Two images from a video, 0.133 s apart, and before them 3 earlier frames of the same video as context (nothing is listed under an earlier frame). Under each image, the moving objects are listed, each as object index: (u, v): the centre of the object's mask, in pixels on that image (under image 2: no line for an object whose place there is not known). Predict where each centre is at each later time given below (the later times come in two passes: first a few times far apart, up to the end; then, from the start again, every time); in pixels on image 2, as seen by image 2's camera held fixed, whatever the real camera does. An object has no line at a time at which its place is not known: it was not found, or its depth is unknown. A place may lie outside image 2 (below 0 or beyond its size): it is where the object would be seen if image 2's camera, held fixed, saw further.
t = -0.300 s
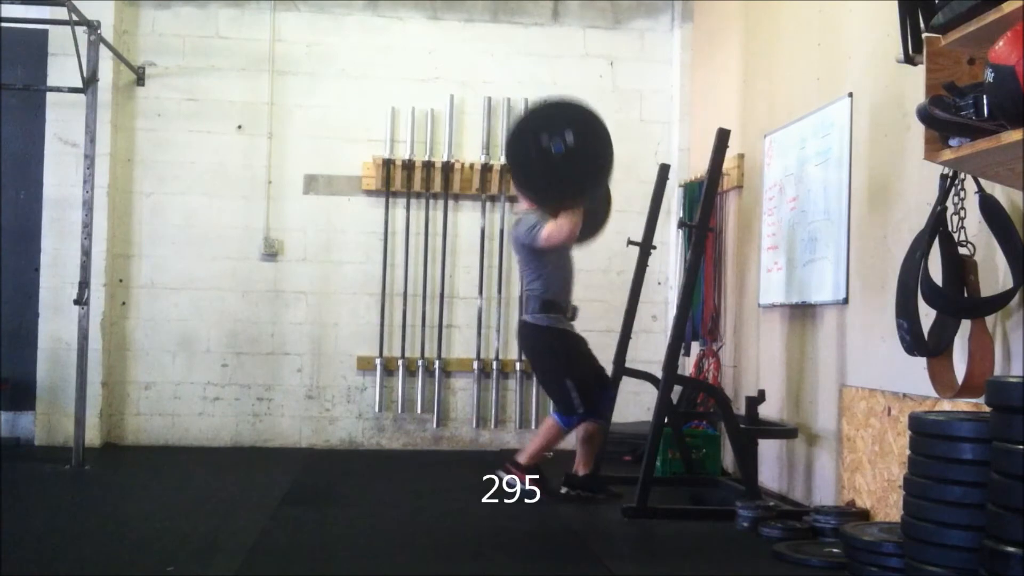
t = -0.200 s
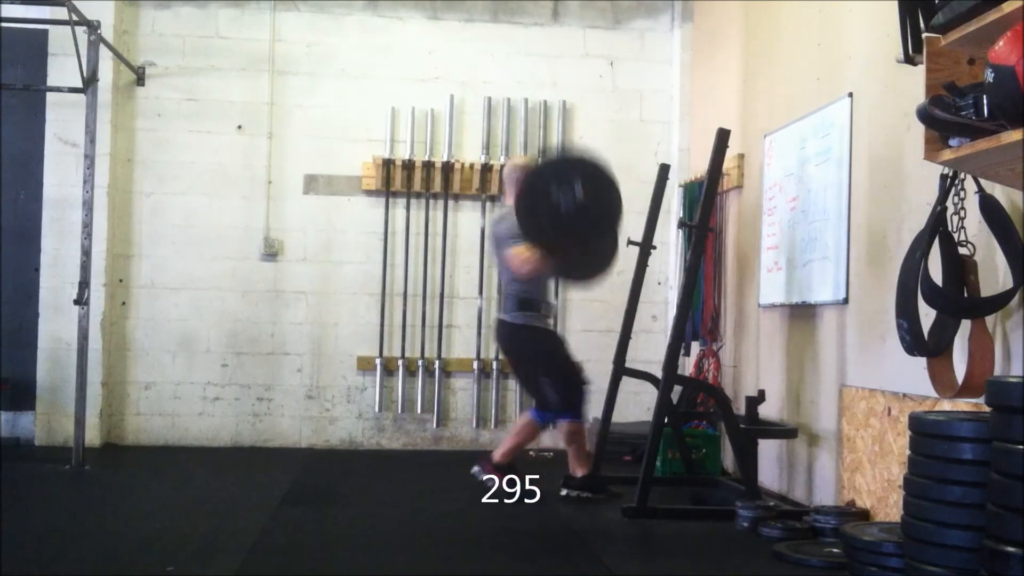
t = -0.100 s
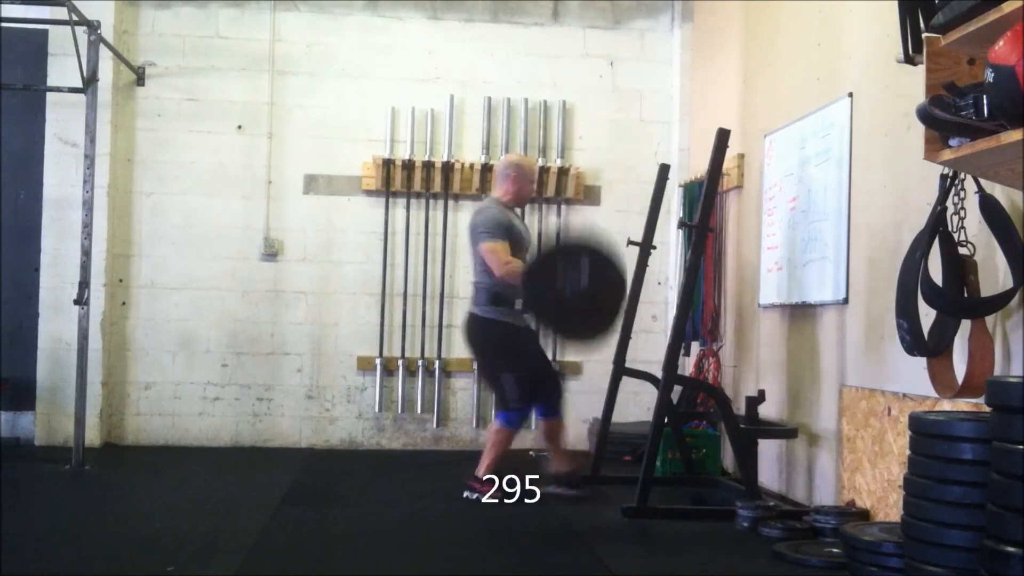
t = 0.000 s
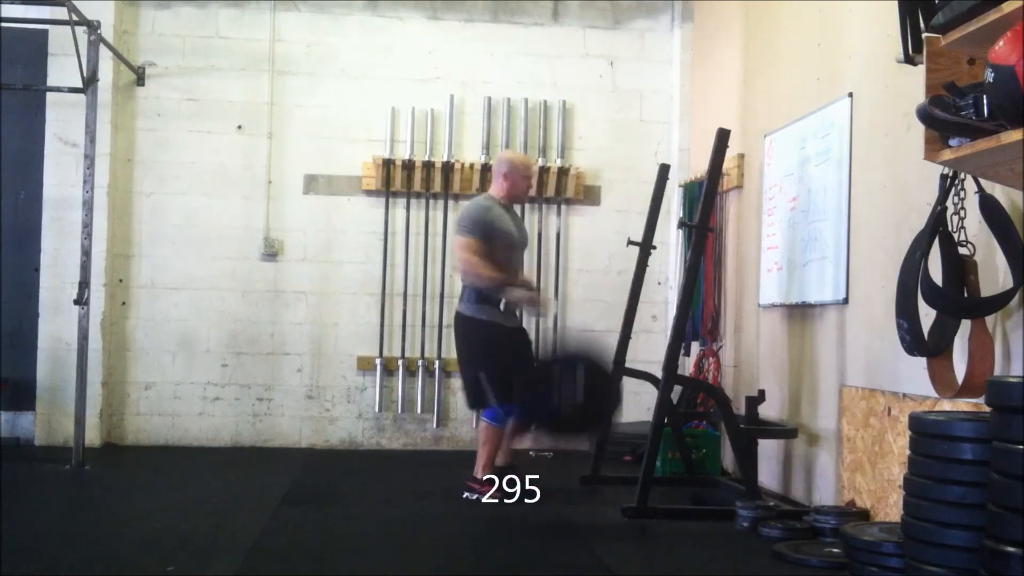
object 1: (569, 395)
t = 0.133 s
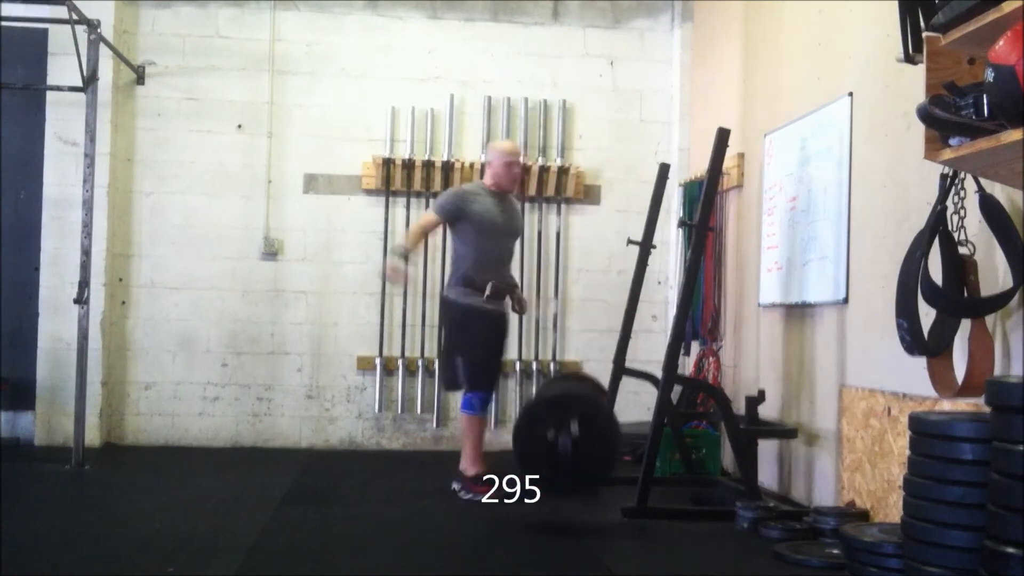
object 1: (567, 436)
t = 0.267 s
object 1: (567, 393)
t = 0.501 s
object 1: (566, 412)
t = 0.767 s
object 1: (565, 441)
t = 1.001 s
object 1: (565, 457)
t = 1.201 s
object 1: (566, 459)
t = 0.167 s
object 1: (567, 421)
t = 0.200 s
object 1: (568, 410)
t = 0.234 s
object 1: (567, 400)
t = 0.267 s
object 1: (567, 393)
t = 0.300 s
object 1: (567, 387)
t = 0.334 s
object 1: (567, 385)
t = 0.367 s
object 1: (567, 385)
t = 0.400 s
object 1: (567, 388)
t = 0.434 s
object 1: (567, 393)
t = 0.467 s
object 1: (566, 401)
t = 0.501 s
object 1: (566, 412)
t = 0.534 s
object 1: (565, 427)
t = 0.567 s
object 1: (564, 443)
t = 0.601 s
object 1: (565, 457)
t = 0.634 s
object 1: (565, 460)
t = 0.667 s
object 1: (564, 453)
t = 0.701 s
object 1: (565, 447)
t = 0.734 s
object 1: (565, 443)
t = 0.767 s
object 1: (565, 441)
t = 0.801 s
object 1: (565, 442)
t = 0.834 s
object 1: (565, 445)
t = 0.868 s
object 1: (565, 450)
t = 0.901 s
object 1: (565, 456)
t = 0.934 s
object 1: (565, 461)
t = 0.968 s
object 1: (565, 458)
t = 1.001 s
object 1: (565, 457)
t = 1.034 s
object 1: (565, 457)
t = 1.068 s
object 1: (565, 457)
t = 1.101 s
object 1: (566, 459)
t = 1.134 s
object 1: (566, 460)
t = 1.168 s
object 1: (566, 460)
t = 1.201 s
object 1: (566, 459)
